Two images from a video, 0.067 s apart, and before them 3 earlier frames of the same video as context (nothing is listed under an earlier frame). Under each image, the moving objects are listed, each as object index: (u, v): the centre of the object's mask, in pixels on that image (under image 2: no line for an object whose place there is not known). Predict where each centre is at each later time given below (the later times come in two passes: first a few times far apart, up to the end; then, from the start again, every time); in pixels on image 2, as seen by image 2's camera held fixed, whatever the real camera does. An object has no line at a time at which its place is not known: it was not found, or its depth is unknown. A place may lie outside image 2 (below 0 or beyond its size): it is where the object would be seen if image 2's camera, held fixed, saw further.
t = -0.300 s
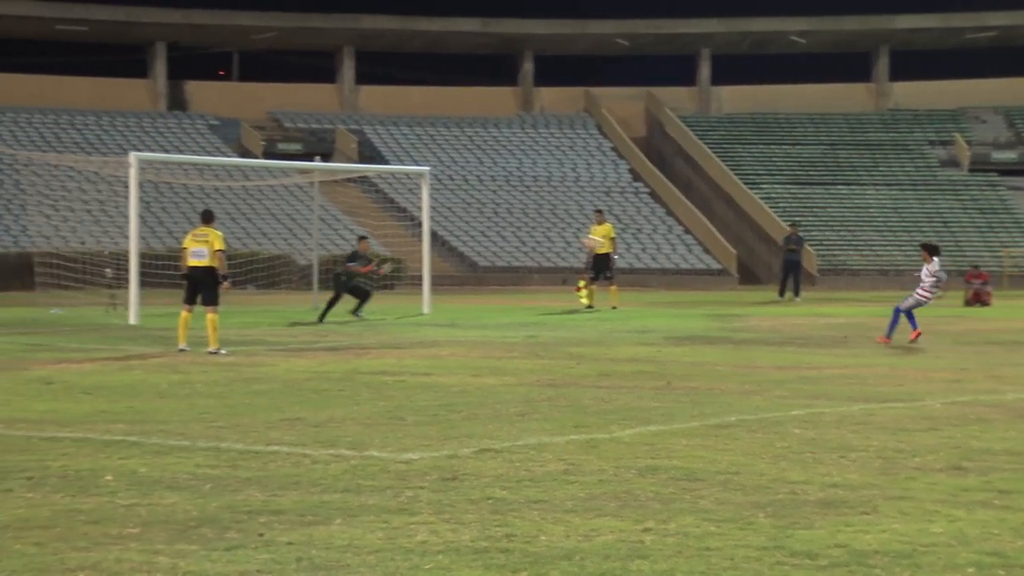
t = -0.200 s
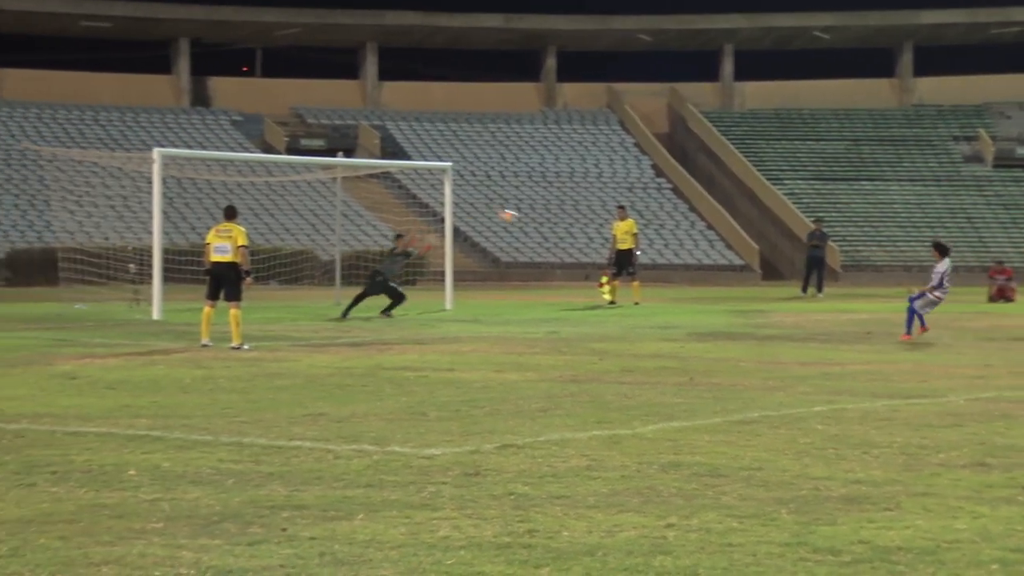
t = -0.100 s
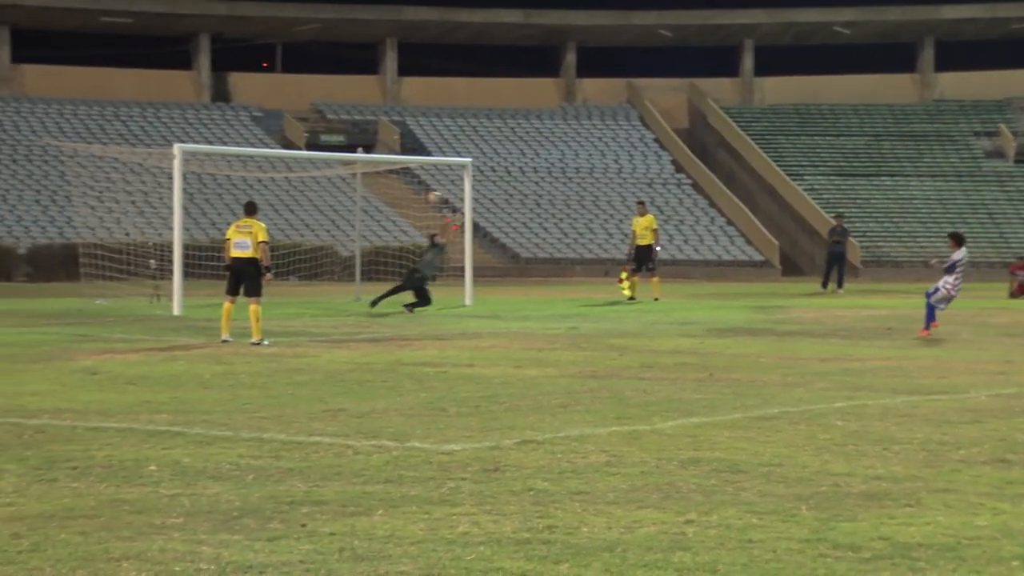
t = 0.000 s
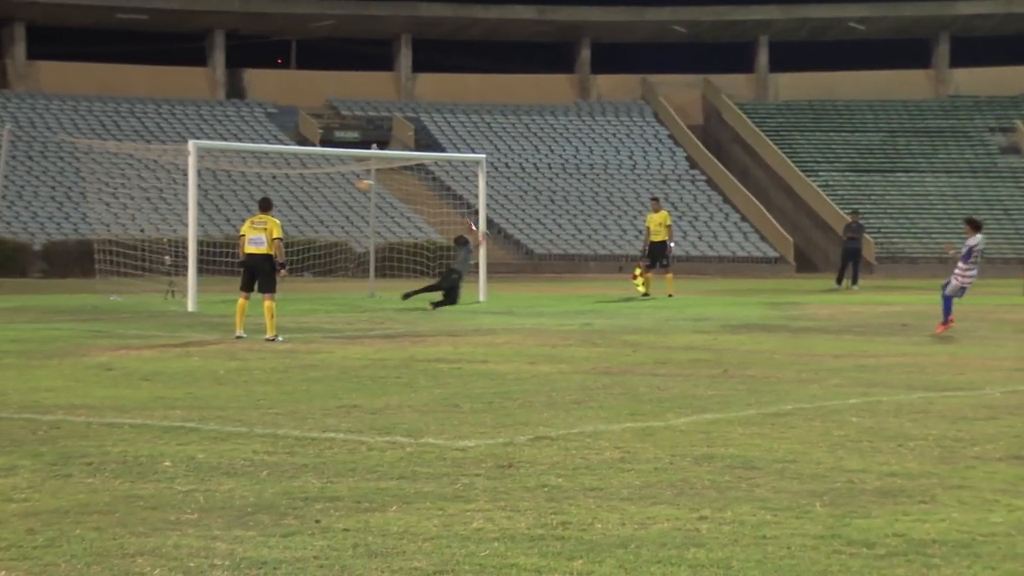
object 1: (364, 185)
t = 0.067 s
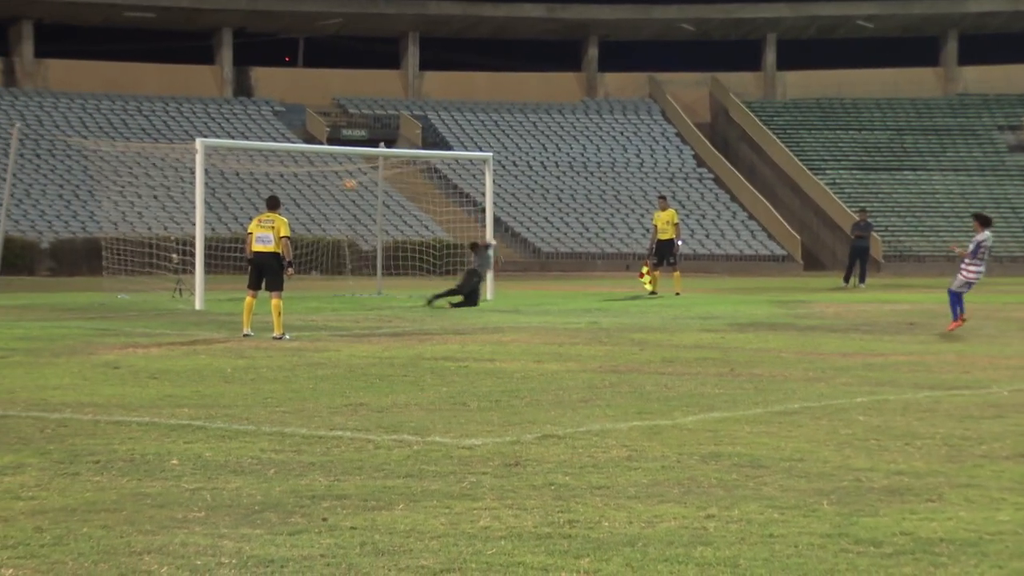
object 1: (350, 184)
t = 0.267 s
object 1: (389, 241)
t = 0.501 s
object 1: (430, 281)
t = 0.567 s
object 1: (436, 273)
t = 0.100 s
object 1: (354, 191)
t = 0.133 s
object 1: (360, 200)
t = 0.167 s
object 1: (369, 210)
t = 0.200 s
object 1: (375, 220)
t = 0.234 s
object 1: (383, 230)
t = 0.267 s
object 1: (389, 241)
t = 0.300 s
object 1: (395, 254)
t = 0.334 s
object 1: (401, 265)
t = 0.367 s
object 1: (408, 277)
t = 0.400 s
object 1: (415, 292)
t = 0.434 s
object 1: (419, 293)
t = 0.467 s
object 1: (425, 287)
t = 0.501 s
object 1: (430, 281)
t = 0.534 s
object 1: (433, 276)
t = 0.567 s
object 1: (436, 273)
